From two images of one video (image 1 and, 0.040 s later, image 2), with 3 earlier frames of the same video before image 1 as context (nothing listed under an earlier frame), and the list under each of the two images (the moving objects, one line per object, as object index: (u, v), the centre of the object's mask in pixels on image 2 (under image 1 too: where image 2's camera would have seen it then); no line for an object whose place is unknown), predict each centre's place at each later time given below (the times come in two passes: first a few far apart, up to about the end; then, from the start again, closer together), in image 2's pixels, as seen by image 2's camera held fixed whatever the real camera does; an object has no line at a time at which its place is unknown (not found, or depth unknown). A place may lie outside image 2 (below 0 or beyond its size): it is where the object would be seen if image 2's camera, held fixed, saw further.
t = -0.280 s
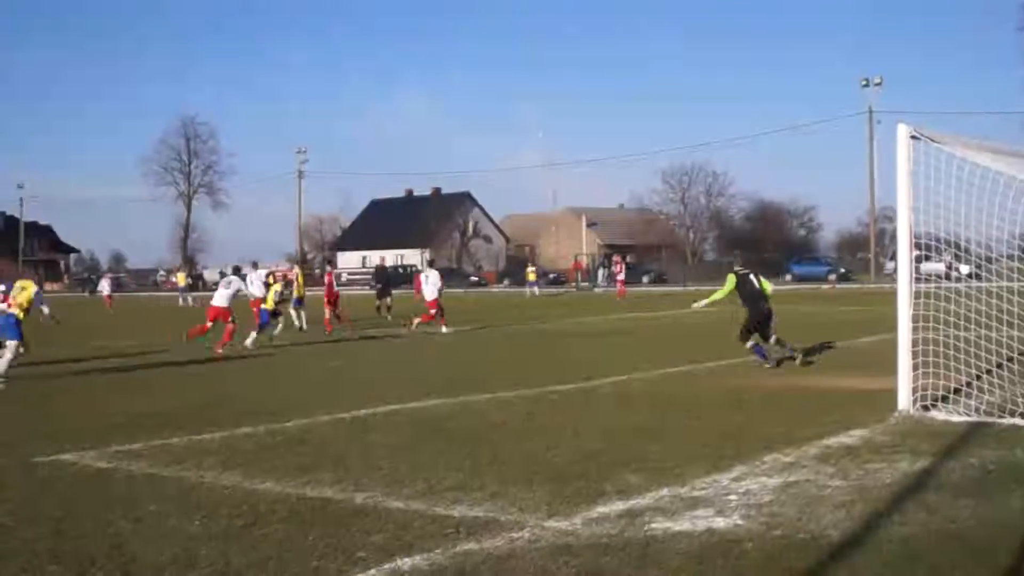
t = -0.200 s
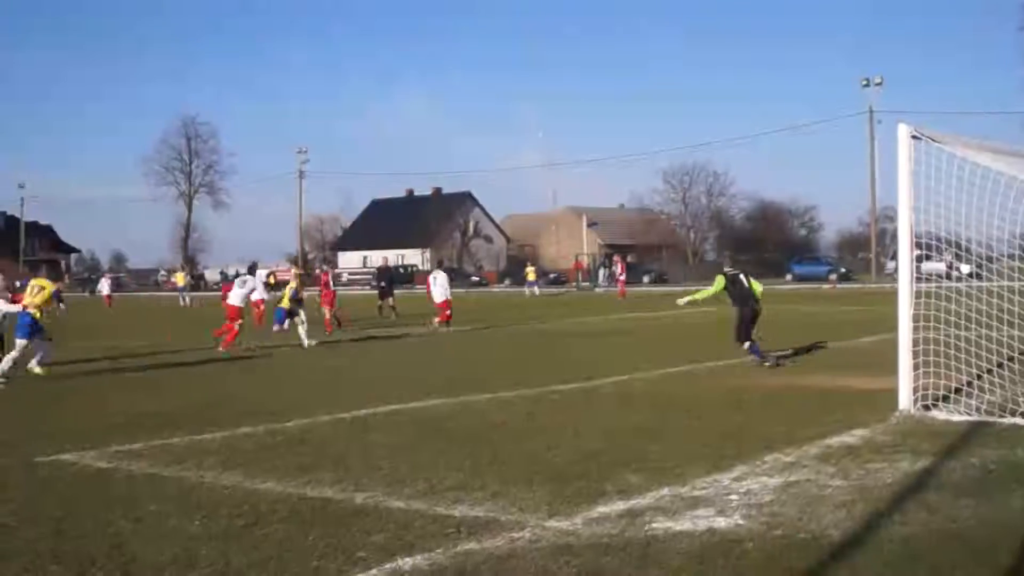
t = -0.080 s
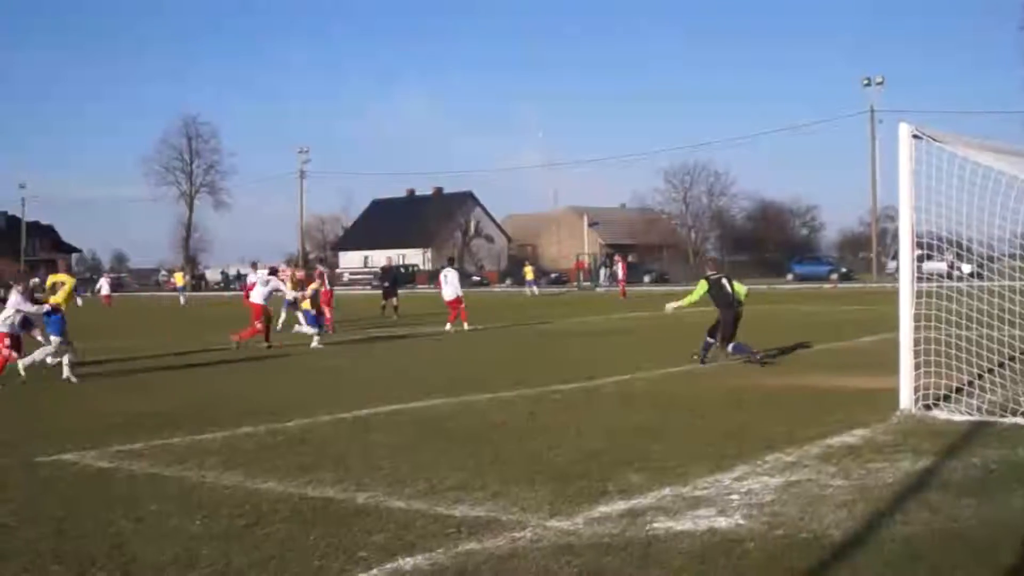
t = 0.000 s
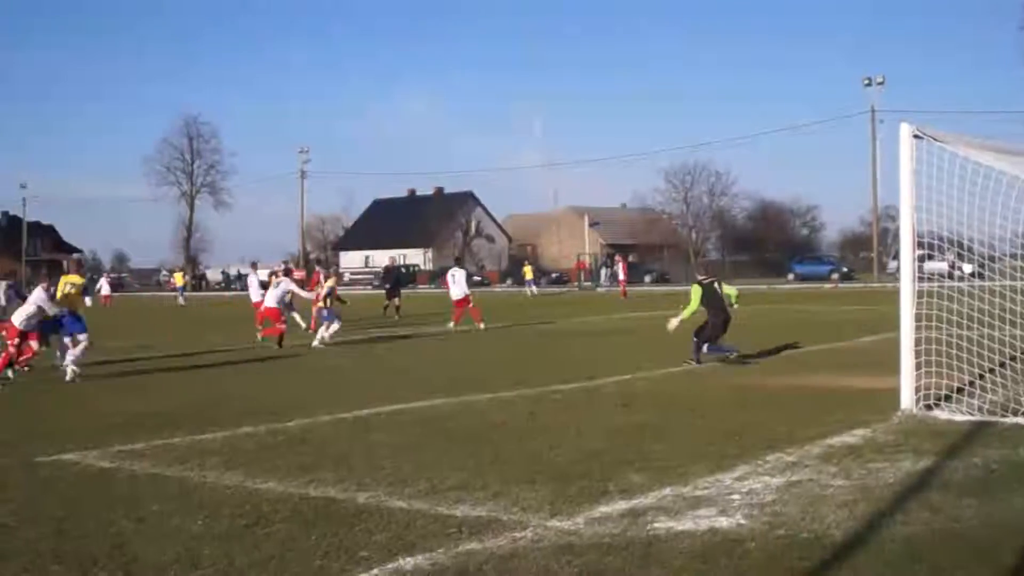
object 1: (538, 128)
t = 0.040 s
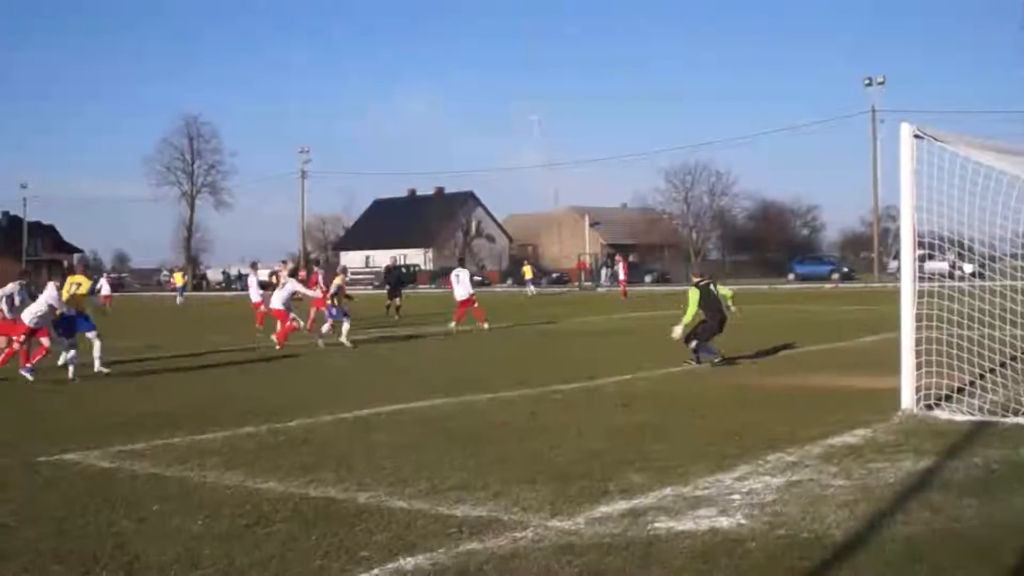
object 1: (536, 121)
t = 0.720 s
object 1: (458, 24)
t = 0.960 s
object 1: (413, 17)
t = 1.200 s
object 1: (354, 32)
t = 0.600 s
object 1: (477, 34)
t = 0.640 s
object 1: (471, 30)
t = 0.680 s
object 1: (465, 27)
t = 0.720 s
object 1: (458, 24)
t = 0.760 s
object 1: (452, 22)
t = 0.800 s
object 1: (445, 19)
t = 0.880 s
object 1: (430, 17)
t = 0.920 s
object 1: (422, 16)
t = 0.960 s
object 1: (413, 17)
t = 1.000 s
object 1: (405, 17)
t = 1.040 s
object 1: (396, 19)
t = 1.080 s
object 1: (386, 21)
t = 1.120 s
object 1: (376, 24)
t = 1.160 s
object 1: (365, 28)
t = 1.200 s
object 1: (354, 32)
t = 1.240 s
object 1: (342, 37)
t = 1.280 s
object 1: (330, 45)
